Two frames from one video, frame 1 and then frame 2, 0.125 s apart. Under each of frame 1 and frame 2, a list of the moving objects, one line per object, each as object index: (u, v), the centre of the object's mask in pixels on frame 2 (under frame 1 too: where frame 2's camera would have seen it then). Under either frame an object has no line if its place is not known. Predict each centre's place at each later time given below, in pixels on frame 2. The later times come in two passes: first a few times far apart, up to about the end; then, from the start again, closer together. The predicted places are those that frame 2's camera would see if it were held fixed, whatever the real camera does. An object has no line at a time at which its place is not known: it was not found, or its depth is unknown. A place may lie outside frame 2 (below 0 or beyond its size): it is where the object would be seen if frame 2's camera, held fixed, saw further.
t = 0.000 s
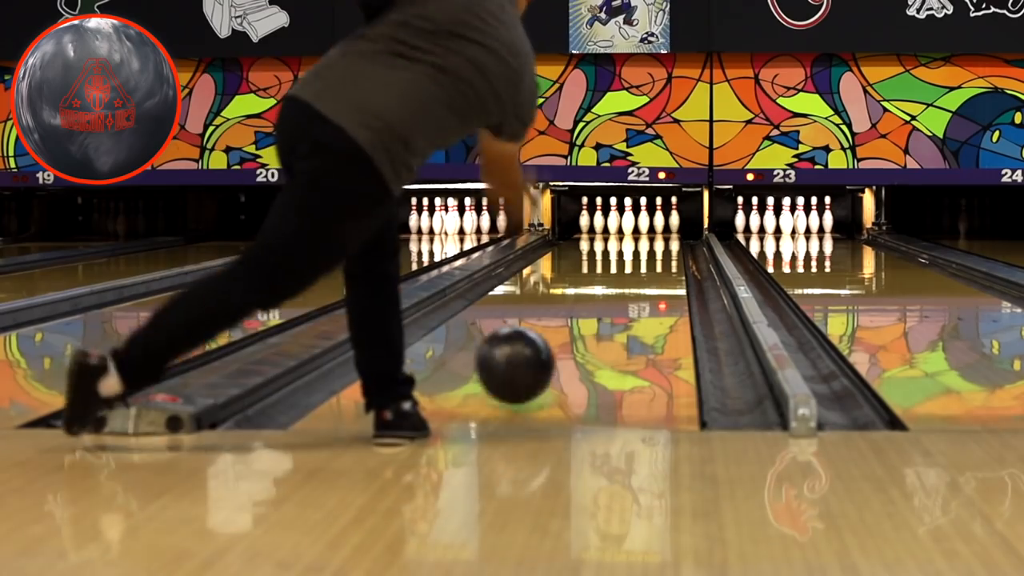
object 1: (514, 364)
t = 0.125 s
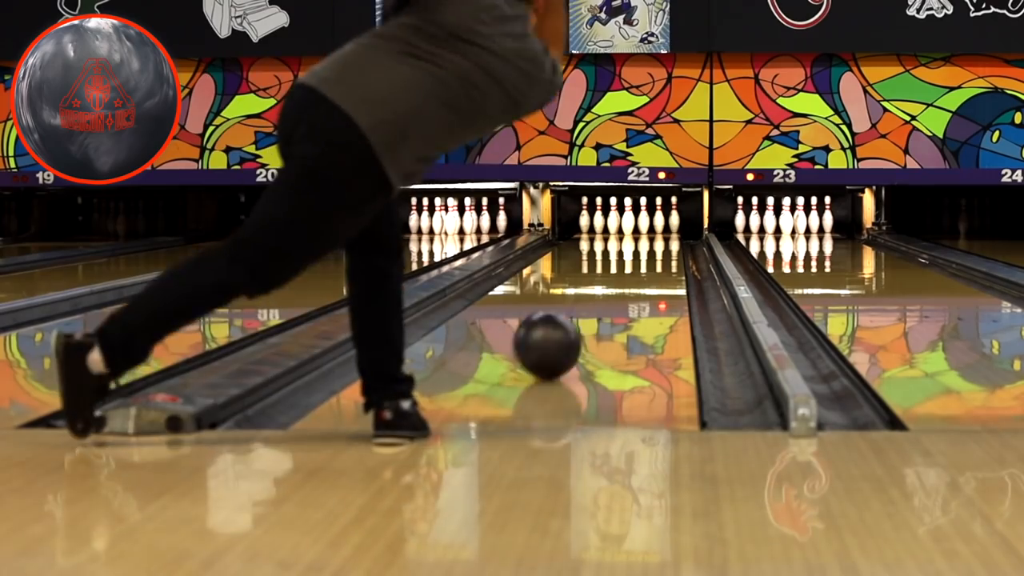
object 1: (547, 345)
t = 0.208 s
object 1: (564, 331)
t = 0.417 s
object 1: (597, 305)
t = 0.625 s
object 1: (620, 286)
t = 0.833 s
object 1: (636, 272)
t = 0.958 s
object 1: (643, 265)
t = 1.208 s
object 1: (653, 253)
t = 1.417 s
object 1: (658, 246)
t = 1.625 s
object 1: (659, 240)
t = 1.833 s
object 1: (657, 235)
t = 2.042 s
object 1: (650, 230)
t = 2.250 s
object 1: (640, 226)
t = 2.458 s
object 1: (631, 224)
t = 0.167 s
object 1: (556, 338)
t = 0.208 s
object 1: (564, 331)
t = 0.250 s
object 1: (572, 325)
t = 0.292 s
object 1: (579, 320)
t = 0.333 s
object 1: (585, 315)
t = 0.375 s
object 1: (591, 310)
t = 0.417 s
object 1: (597, 305)
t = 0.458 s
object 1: (602, 300)
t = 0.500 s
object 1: (607, 297)
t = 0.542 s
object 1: (611, 293)
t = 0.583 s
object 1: (616, 289)
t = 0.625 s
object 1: (620, 286)
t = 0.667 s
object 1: (623, 283)
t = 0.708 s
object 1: (626, 280)
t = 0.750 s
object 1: (630, 277)
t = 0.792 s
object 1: (633, 274)
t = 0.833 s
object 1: (636, 272)
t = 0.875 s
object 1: (638, 269)
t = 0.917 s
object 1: (641, 267)
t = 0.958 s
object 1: (643, 265)
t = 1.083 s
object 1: (649, 258)
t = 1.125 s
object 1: (651, 256)
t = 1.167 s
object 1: (652, 254)
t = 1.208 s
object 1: (653, 253)
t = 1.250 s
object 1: (655, 251)
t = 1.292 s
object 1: (656, 250)
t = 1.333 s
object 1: (657, 248)
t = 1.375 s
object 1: (658, 247)
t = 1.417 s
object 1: (658, 246)
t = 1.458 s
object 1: (659, 244)
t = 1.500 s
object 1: (659, 243)
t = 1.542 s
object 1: (659, 242)
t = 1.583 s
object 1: (659, 241)
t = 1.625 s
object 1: (659, 240)
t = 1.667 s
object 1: (659, 238)
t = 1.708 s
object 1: (659, 238)
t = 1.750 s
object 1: (658, 236)
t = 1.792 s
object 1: (657, 235)
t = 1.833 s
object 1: (657, 235)
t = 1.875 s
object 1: (656, 233)
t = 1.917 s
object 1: (654, 232)
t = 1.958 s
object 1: (653, 231)
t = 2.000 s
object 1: (651, 231)
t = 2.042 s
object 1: (650, 230)
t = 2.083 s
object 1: (648, 229)
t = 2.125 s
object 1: (647, 229)
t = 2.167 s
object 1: (644, 228)
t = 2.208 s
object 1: (642, 227)
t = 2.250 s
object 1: (640, 226)
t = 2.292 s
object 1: (638, 226)
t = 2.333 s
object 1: (635, 225)
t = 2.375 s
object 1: (633, 225)
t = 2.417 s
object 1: (633, 224)
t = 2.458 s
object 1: (631, 224)
